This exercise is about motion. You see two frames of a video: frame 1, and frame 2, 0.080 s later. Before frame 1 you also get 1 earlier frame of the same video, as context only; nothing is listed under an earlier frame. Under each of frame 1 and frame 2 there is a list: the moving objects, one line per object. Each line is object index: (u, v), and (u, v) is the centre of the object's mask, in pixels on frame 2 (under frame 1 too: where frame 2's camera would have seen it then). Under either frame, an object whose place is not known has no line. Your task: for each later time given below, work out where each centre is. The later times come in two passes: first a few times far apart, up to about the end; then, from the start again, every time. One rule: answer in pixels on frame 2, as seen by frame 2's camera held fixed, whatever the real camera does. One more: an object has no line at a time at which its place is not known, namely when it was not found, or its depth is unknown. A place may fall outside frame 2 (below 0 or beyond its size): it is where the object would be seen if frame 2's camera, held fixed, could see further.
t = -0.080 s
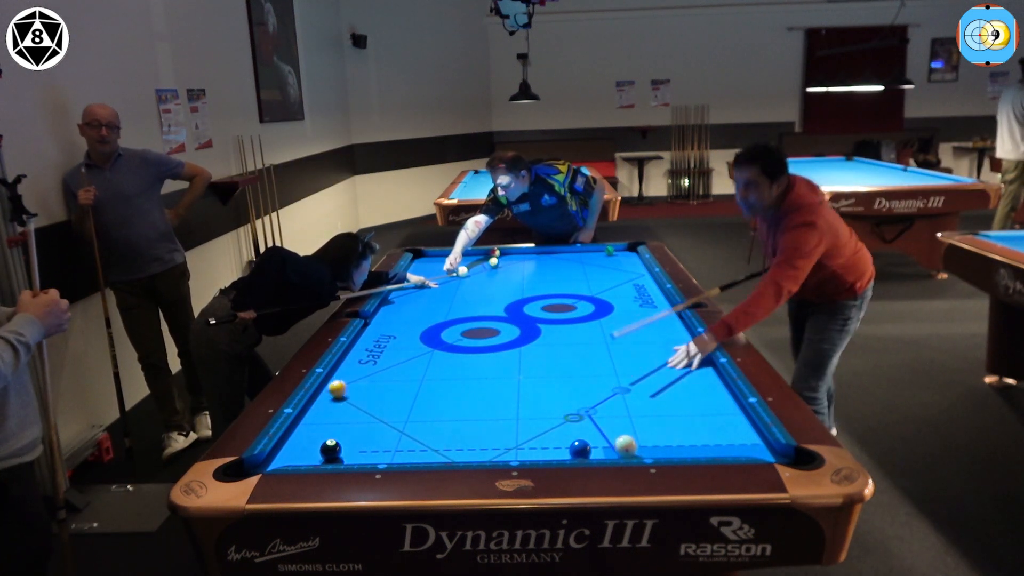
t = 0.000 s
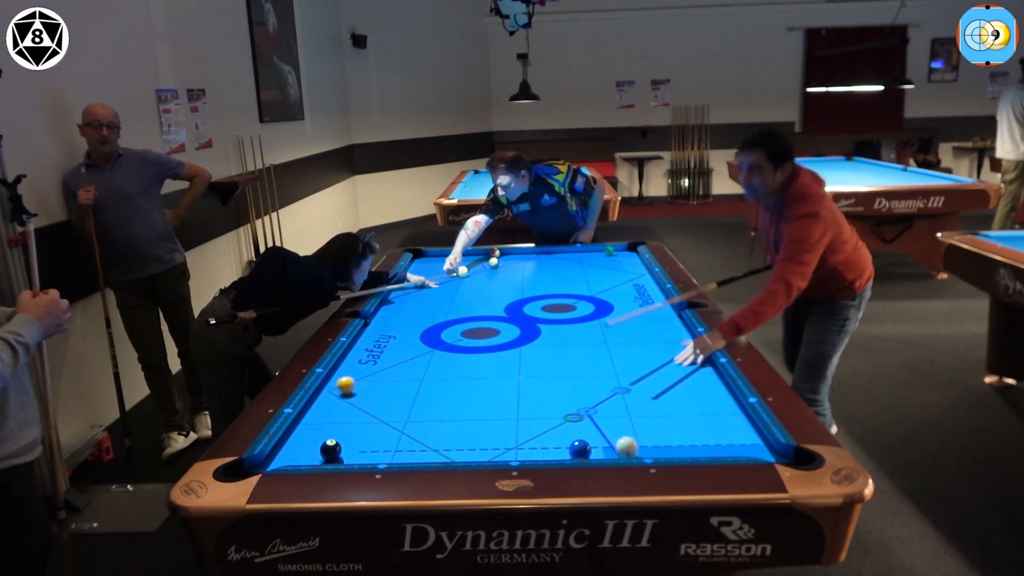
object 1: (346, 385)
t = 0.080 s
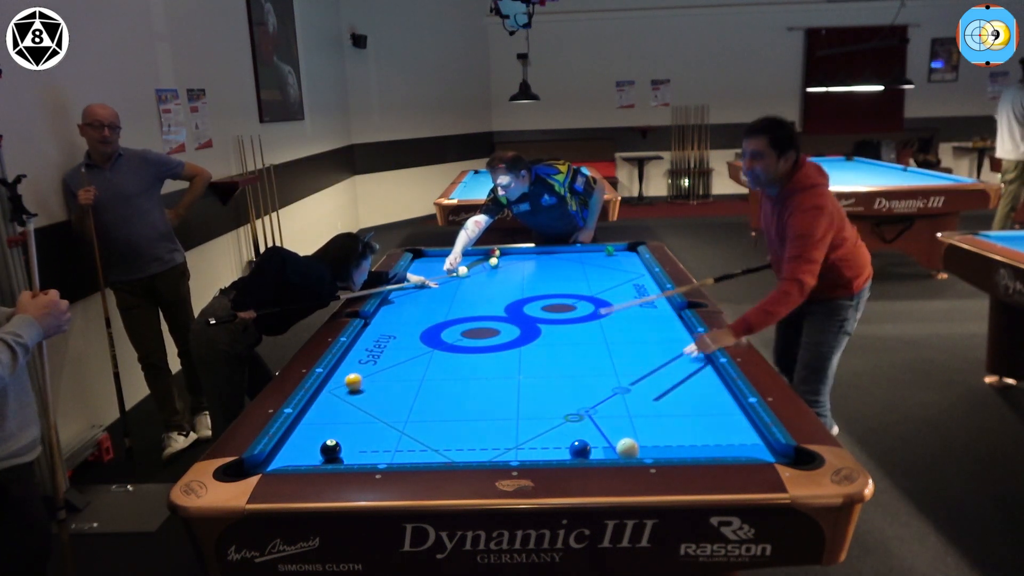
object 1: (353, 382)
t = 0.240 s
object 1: (368, 376)
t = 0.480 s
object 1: (388, 367)
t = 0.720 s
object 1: (406, 359)
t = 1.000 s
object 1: (425, 351)
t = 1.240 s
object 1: (439, 345)
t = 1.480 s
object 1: (452, 340)
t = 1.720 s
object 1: (463, 335)
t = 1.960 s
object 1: (473, 331)
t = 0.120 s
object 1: (357, 380)
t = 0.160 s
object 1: (361, 378)
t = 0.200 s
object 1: (364, 377)
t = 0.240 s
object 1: (368, 376)
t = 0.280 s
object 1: (371, 374)
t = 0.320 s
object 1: (375, 373)
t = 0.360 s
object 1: (379, 371)
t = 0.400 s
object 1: (382, 370)
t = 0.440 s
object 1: (385, 368)
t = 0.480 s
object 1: (388, 367)
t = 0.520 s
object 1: (392, 366)
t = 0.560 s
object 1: (395, 364)
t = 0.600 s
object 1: (398, 363)
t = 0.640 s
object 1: (401, 362)
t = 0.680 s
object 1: (404, 361)
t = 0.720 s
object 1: (406, 359)
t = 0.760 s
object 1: (409, 358)
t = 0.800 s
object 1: (412, 357)
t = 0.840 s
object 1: (415, 356)
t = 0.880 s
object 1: (417, 355)
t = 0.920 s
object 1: (420, 354)
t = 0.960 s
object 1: (423, 352)
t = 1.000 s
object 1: (425, 351)
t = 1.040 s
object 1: (428, 350)
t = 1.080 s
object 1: (430, 349)
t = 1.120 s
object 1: (433, 348)
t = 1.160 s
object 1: (435, 347)
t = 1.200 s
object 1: (437, 346)
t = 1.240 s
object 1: (439, 345)
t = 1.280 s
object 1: (441, 344)
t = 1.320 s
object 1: (443, 344)
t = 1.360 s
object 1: (445, 344)
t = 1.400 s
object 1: (448, 342)
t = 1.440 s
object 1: (450, 342)
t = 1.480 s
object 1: (452, 340)
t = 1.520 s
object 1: (454, 340)
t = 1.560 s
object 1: (456, 339)
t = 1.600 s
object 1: (458, 338)
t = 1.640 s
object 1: (460, 337)
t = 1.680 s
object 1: (462, 336)
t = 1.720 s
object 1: (463, 335)
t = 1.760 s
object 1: (465, 334)
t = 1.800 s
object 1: (467, 334)
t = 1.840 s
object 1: (469, 333)
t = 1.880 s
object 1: (470, 332)
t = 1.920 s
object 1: (472, 332)
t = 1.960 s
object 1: (473, 331)
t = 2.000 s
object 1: (475, 330)
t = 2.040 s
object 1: (476, 330)
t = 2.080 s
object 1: (478, 329)
